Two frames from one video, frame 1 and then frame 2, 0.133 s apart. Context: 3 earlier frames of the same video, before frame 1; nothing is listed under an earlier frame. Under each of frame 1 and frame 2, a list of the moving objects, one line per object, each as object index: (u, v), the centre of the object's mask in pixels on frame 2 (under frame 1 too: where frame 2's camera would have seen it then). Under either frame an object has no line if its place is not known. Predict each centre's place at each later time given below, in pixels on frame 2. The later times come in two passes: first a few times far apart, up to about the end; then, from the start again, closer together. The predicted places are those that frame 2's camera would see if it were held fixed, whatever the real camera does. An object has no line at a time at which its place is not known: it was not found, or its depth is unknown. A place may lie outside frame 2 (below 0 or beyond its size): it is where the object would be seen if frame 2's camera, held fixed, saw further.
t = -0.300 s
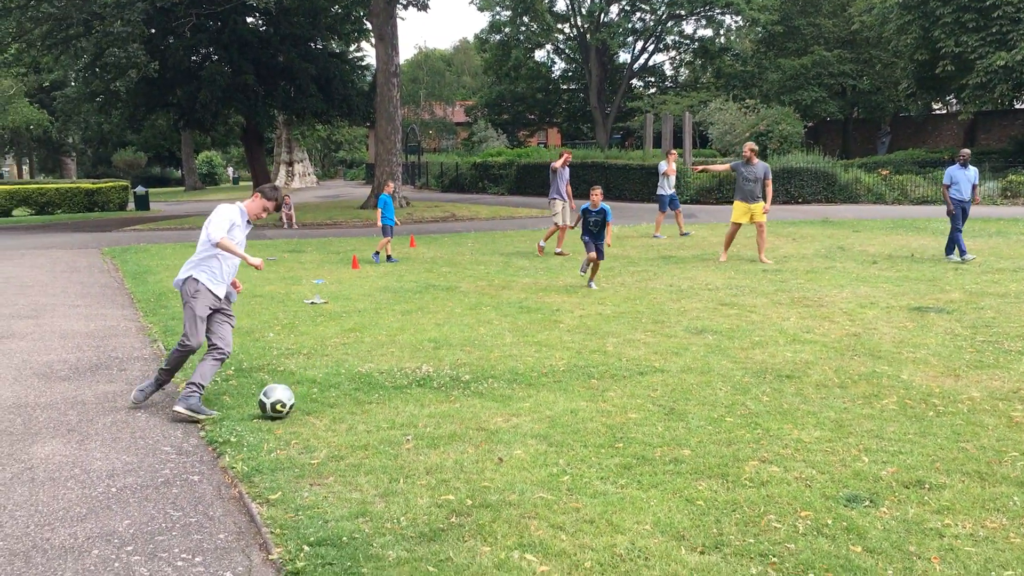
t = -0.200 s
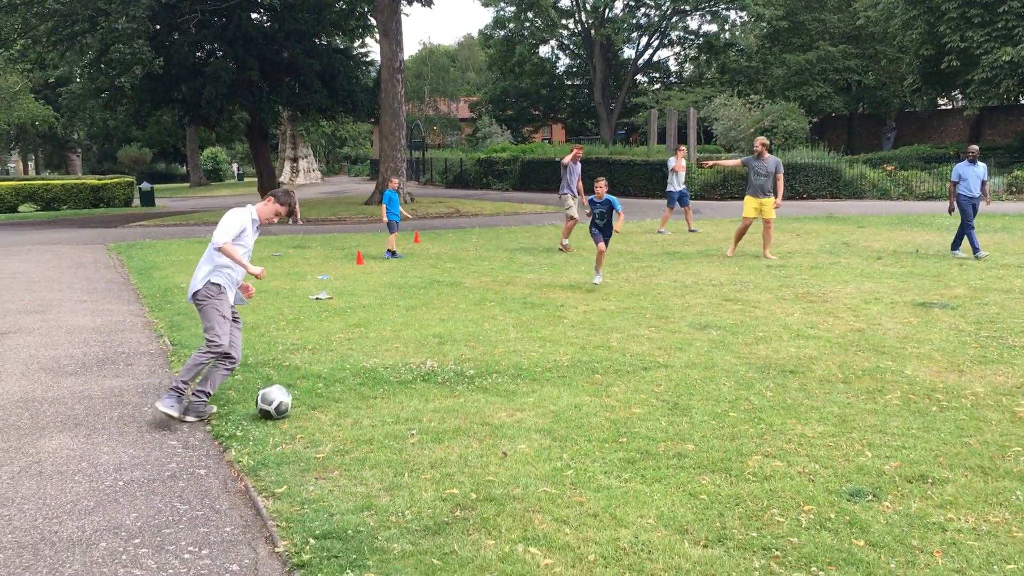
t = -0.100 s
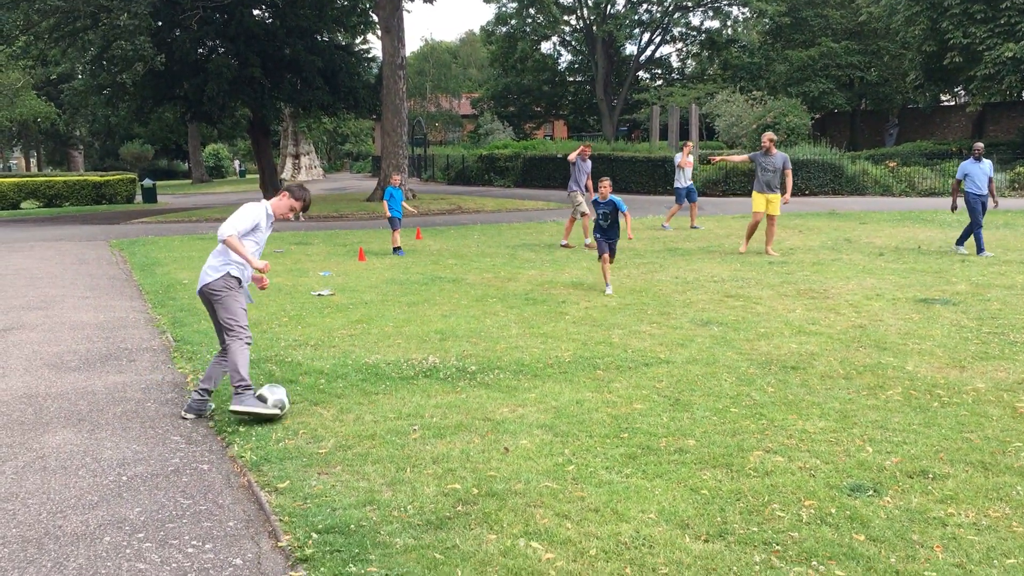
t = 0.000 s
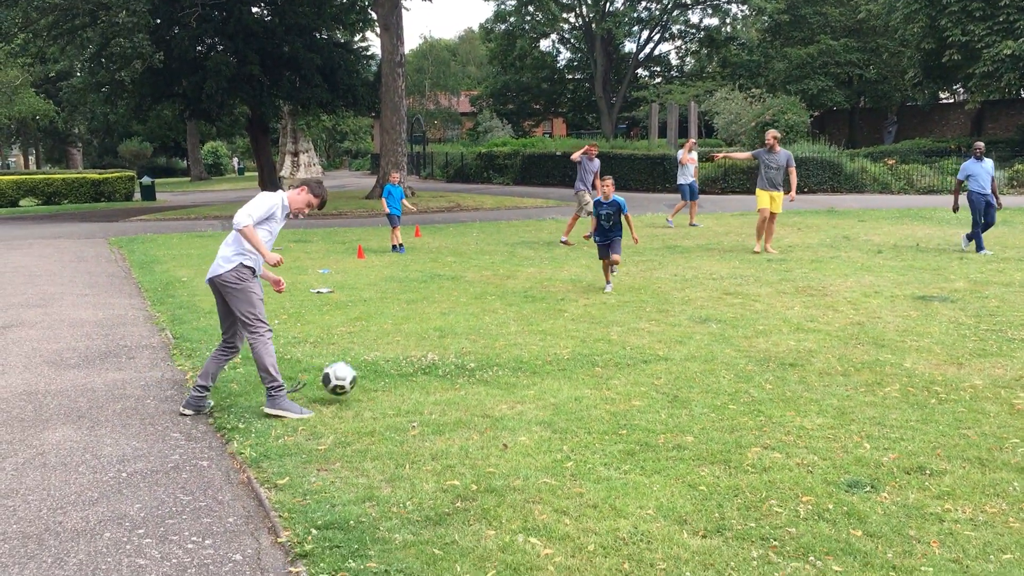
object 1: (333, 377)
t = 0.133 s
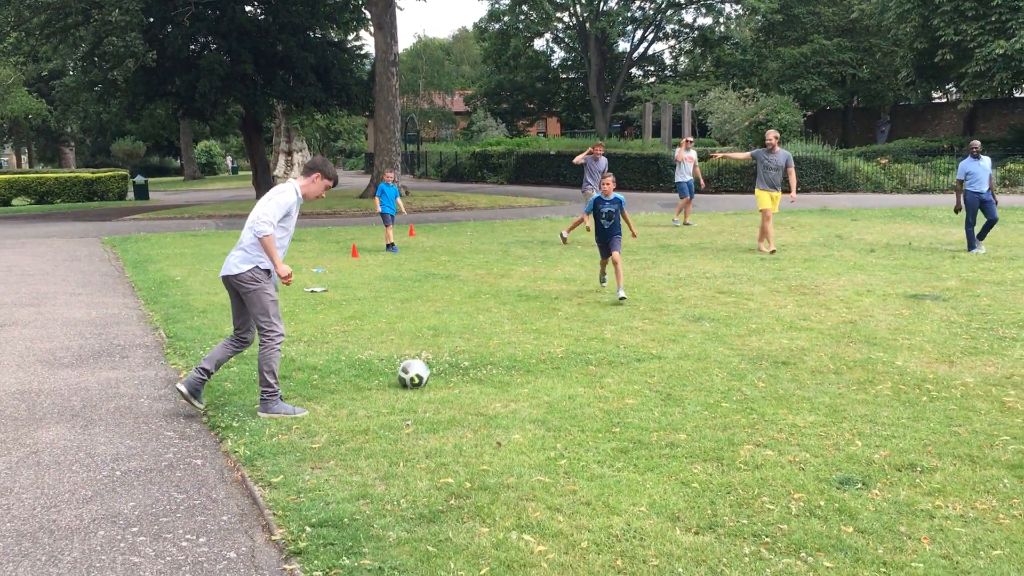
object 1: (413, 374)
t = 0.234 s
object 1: (455, 364)
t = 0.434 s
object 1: (517, 354)
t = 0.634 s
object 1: (565, 346)
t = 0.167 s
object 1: (428, 370)
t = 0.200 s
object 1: (441, 367)
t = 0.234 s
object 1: (455, 364)
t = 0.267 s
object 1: (468, 363)
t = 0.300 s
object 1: (479, 362)
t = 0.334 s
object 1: (490, 360)
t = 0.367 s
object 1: (499, 358)
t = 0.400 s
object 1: (508, 356)
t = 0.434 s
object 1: (517, 354)
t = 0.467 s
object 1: (525, 353)
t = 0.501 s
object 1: (534, 352)
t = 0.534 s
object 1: (543, 352)
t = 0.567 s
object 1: (551, 351)
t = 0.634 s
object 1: (565, 346)
